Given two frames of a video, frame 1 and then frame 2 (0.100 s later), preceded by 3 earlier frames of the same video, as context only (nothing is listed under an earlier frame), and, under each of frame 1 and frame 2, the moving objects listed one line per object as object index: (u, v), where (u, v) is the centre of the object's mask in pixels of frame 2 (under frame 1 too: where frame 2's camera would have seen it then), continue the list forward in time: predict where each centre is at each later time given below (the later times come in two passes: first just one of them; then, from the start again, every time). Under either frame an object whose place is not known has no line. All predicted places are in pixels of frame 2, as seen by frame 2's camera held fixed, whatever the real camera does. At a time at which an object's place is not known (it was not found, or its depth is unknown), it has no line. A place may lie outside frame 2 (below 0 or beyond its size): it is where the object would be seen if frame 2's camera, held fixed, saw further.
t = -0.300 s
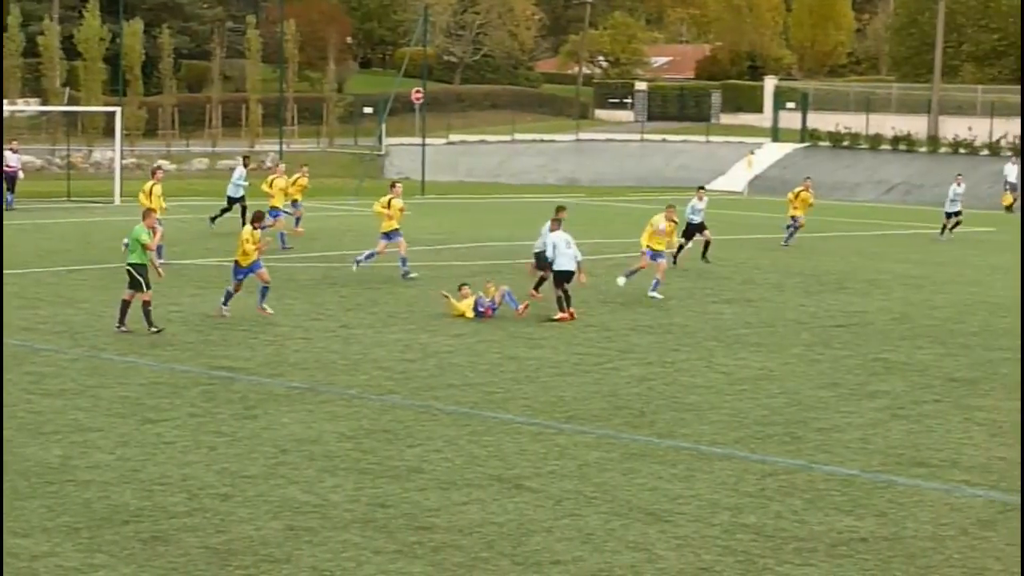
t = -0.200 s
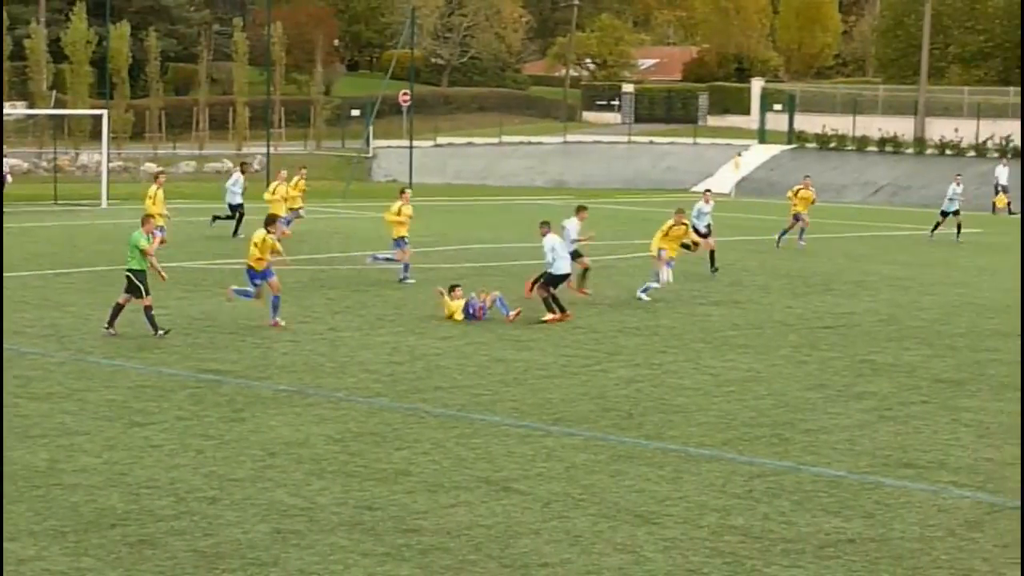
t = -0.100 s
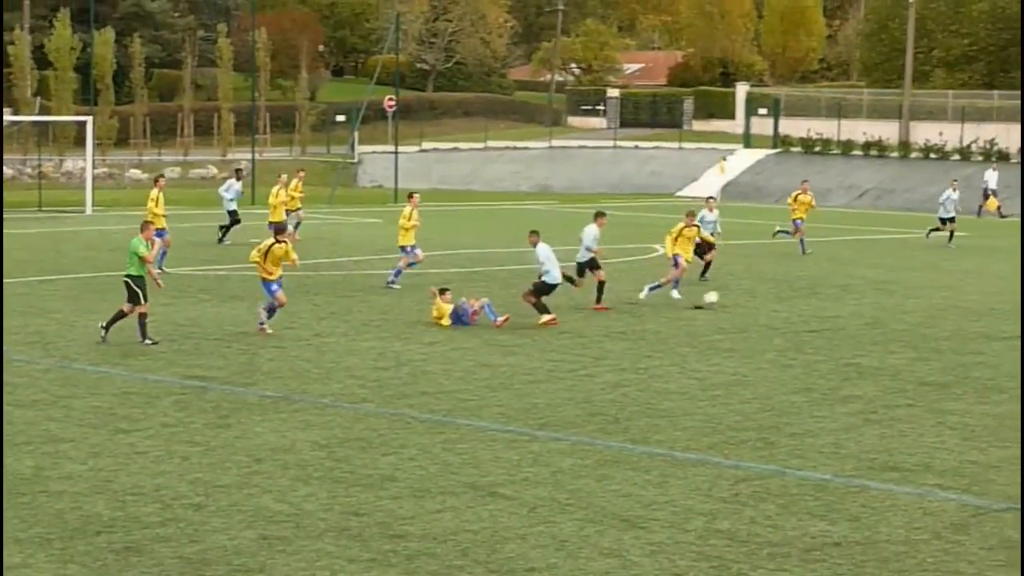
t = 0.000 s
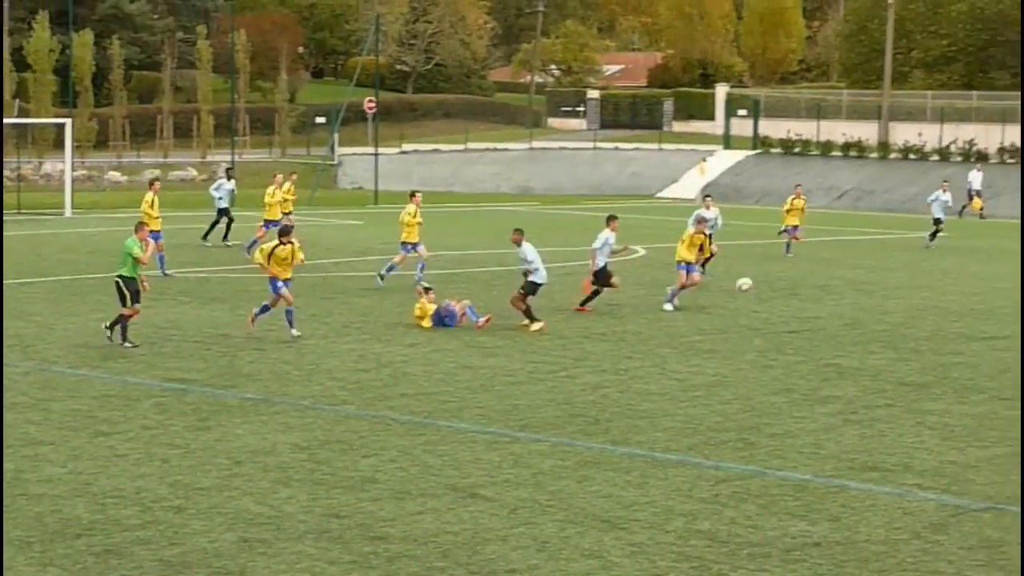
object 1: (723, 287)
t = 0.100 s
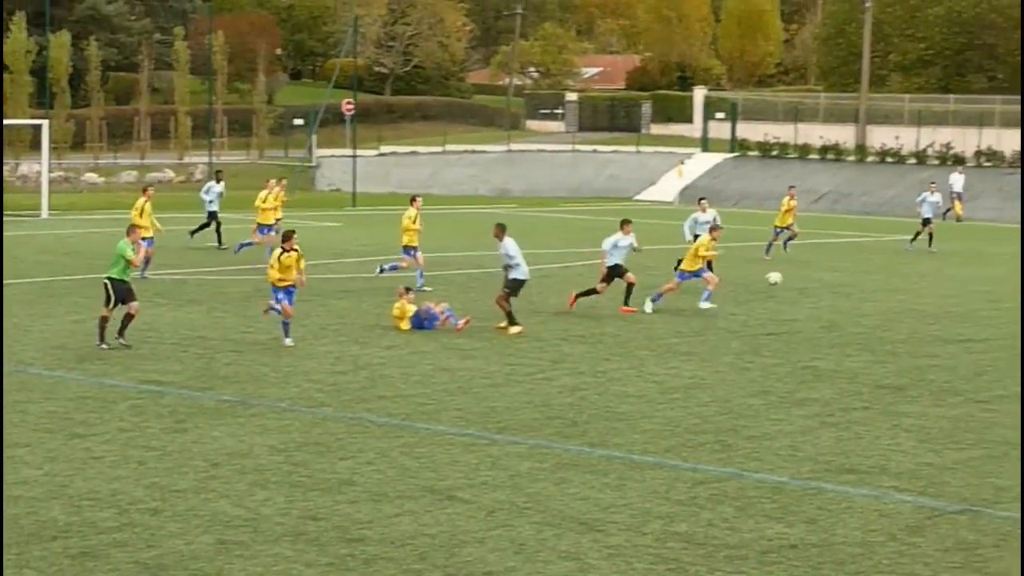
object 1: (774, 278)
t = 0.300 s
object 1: (871, 282)
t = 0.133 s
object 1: (790, 277)
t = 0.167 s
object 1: (806, 277)
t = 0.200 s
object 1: (823, 276)
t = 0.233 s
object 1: (839, 278)
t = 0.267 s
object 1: (855, 279)
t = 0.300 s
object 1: (871, 282)
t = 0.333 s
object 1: (887, 284)
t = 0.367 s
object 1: (902, 289)
